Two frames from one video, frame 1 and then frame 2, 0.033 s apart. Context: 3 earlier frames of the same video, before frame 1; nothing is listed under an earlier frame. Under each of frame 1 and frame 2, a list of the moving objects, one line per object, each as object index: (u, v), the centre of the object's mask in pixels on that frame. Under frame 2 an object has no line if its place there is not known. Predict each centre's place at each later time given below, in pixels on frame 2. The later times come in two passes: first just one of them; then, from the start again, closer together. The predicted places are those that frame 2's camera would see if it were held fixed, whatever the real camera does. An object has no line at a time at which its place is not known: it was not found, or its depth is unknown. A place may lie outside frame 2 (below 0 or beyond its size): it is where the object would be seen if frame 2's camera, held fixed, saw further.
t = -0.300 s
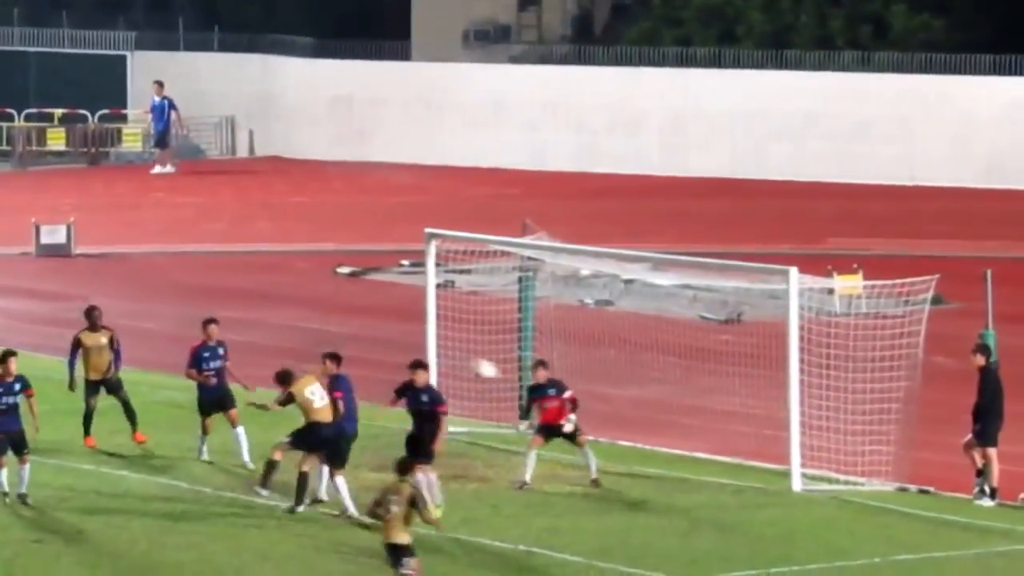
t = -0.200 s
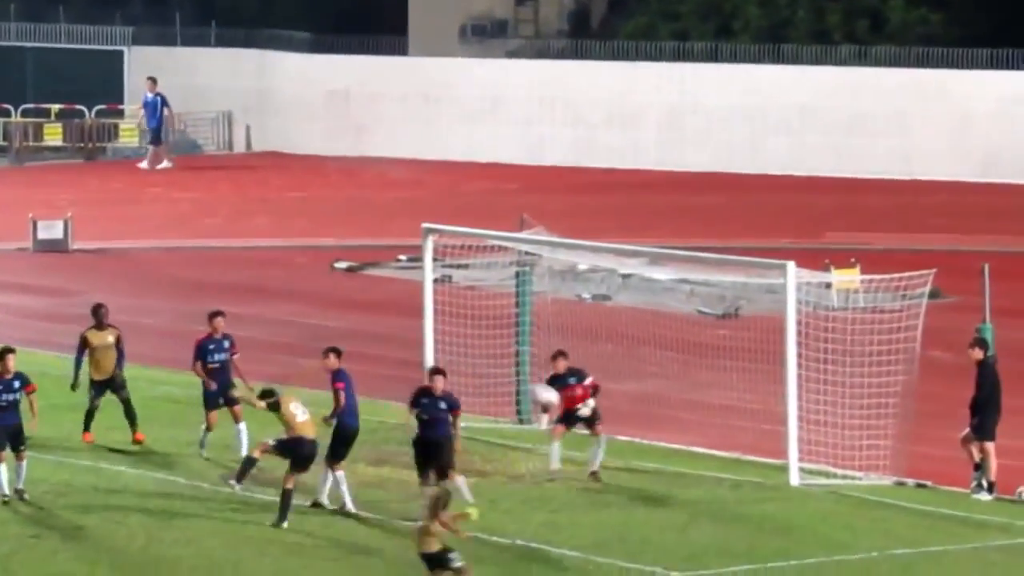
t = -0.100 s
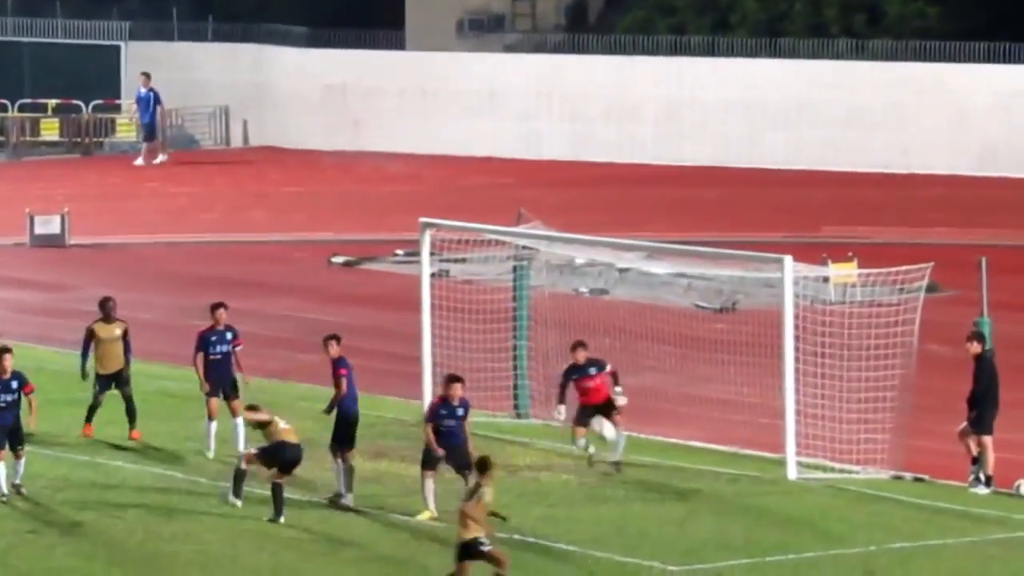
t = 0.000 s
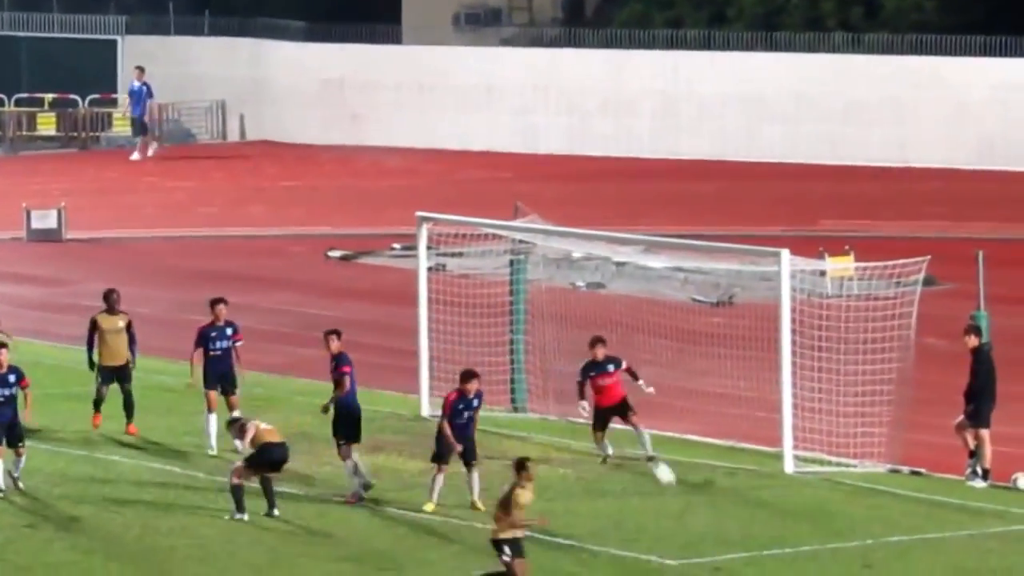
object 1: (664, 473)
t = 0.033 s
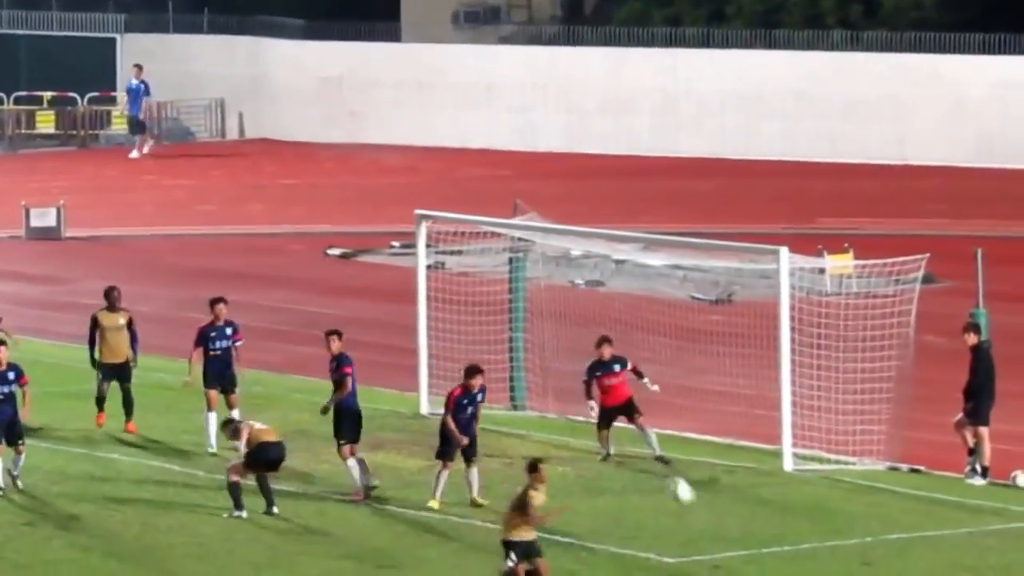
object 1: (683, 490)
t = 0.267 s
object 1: (808, 586)
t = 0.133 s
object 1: (742, 555)
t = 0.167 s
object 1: (760, 576)
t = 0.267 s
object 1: (808, 586)
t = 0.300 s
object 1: (821, 580)
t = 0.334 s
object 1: (834, 570)
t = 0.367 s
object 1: (848, 561)
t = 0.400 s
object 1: (862, 554)
